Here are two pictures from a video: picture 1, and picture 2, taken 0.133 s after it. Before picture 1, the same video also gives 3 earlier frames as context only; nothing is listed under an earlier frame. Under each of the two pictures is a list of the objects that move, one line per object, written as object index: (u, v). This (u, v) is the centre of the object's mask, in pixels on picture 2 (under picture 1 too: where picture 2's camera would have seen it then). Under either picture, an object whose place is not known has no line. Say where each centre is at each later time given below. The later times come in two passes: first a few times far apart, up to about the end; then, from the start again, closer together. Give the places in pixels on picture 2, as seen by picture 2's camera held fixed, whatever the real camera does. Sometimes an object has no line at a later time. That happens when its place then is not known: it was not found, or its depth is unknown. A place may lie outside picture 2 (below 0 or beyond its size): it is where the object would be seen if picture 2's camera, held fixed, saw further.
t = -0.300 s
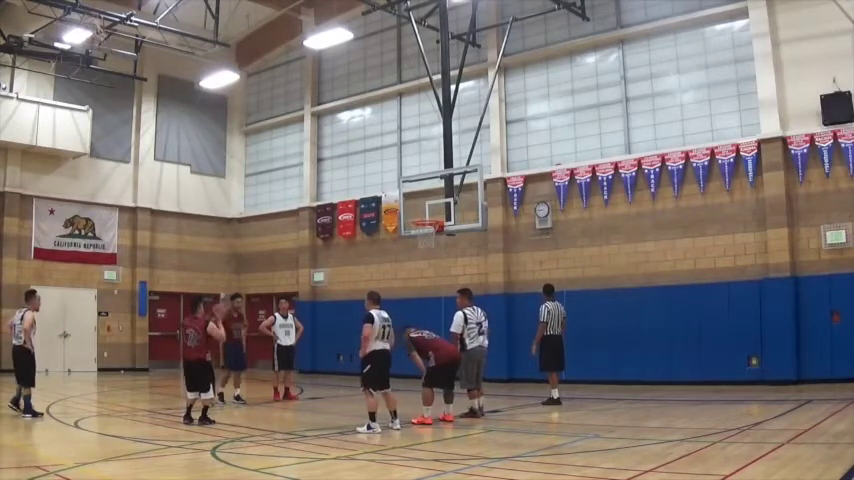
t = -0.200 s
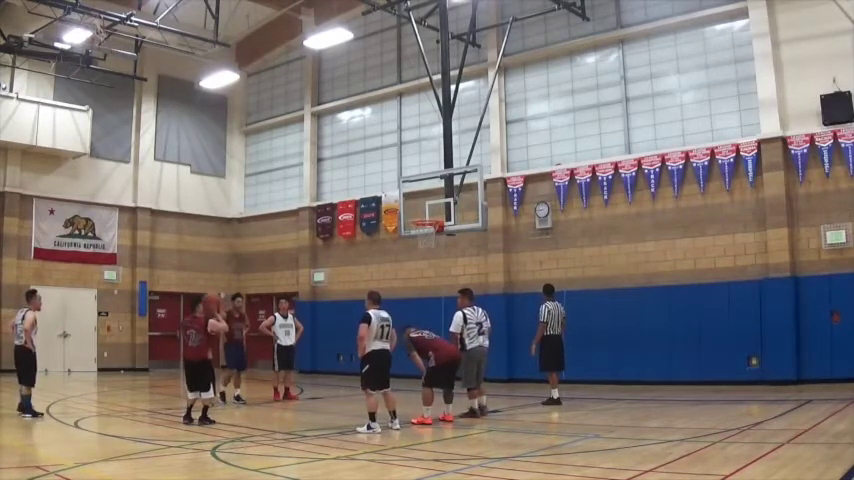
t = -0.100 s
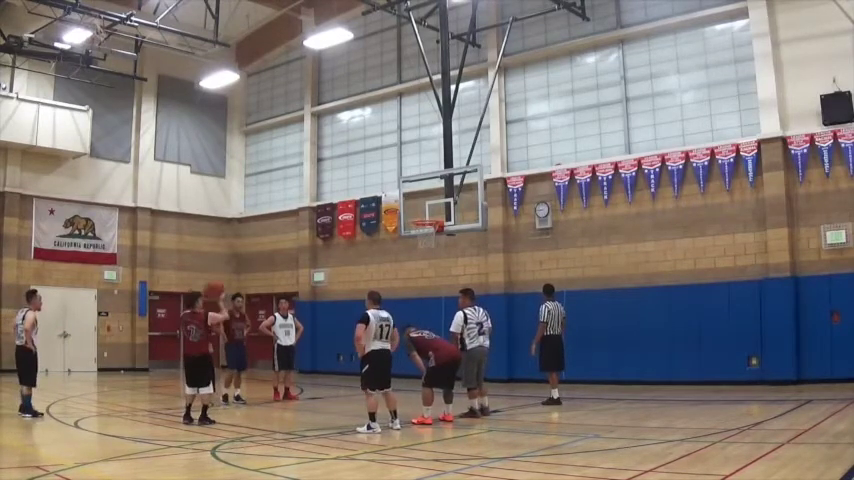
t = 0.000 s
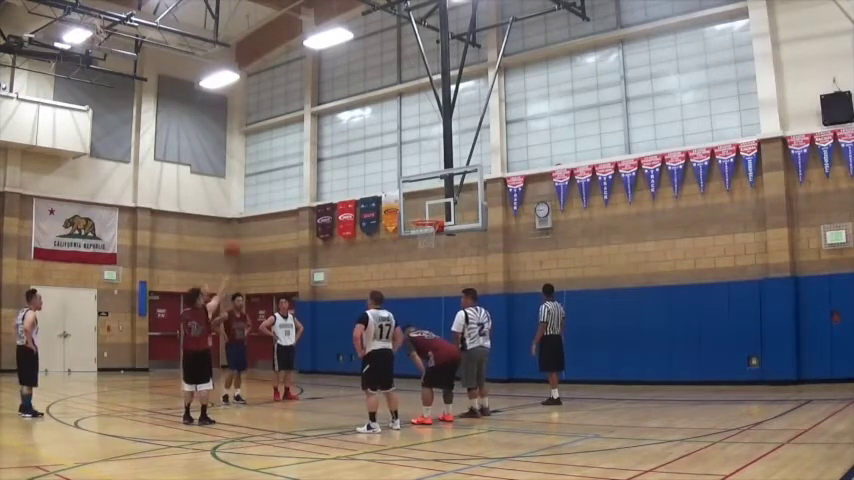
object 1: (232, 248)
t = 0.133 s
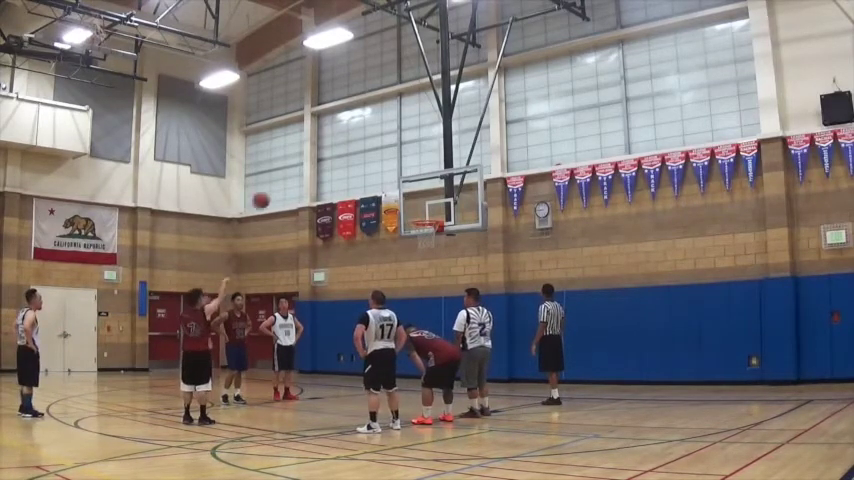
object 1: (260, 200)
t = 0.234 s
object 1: (280, 174)
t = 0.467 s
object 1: (324, 142)
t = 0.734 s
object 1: (366, 148)
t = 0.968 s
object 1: (400, 184)
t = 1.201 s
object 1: (434, 232)
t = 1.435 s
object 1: (439, 238)
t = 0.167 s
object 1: (267, 191)
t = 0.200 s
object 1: (274, 182)
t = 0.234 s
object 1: (280, 174)
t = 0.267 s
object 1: (287, 167)
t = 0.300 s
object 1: (293, 161)
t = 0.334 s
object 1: (300, 155)
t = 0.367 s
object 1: (305, 151)
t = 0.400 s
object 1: (311, 148)
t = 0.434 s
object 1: (318, 144)
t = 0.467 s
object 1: (324, 142)
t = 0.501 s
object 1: (328, 140)
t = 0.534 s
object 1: (334, 139)
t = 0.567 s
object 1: (340, 138)
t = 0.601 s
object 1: (345, 139)
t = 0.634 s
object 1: (350, 140)
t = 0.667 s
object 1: (355, 142)
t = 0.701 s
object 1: (361, 144)
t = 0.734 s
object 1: (366, 148)
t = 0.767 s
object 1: (371, 151)
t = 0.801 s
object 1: (376, 155)
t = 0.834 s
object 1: (381, 160)
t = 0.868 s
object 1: (385, 166)
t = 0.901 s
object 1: (391, 171)
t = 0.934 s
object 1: (394, 177)
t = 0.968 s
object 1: (400, 184)
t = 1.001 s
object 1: (404, 191)
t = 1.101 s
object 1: (418, 219)
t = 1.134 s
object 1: (422, 223)
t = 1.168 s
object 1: (428, 228)
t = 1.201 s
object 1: (434, 232)
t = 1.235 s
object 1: (437, 233)
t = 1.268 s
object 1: (438, 233)
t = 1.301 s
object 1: (438, 234)
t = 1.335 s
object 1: (439, 234)
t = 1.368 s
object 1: (439, 235)
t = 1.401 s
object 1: (439, 236)
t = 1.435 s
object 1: (439, 238)
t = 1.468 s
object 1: (439, 241)
